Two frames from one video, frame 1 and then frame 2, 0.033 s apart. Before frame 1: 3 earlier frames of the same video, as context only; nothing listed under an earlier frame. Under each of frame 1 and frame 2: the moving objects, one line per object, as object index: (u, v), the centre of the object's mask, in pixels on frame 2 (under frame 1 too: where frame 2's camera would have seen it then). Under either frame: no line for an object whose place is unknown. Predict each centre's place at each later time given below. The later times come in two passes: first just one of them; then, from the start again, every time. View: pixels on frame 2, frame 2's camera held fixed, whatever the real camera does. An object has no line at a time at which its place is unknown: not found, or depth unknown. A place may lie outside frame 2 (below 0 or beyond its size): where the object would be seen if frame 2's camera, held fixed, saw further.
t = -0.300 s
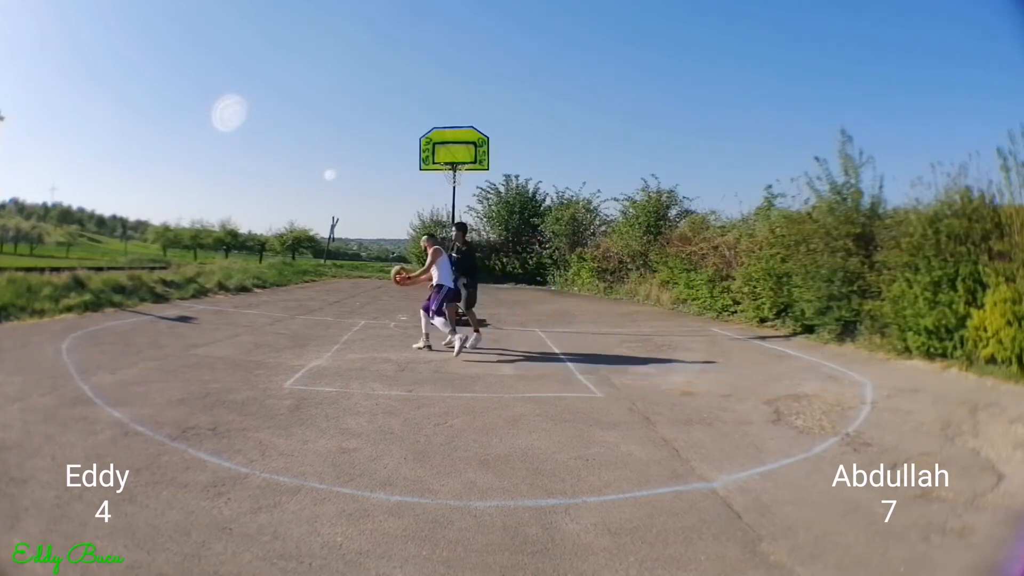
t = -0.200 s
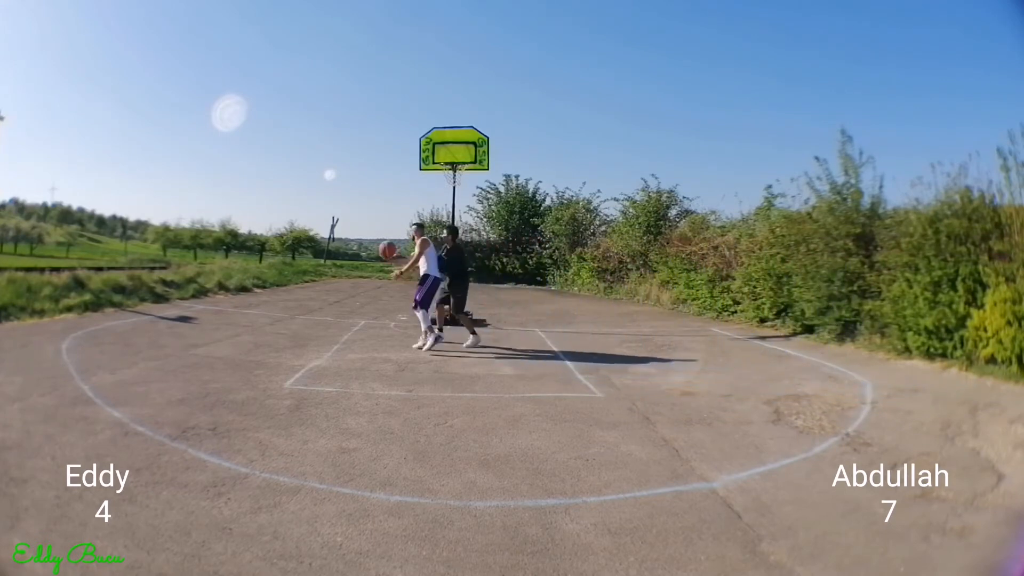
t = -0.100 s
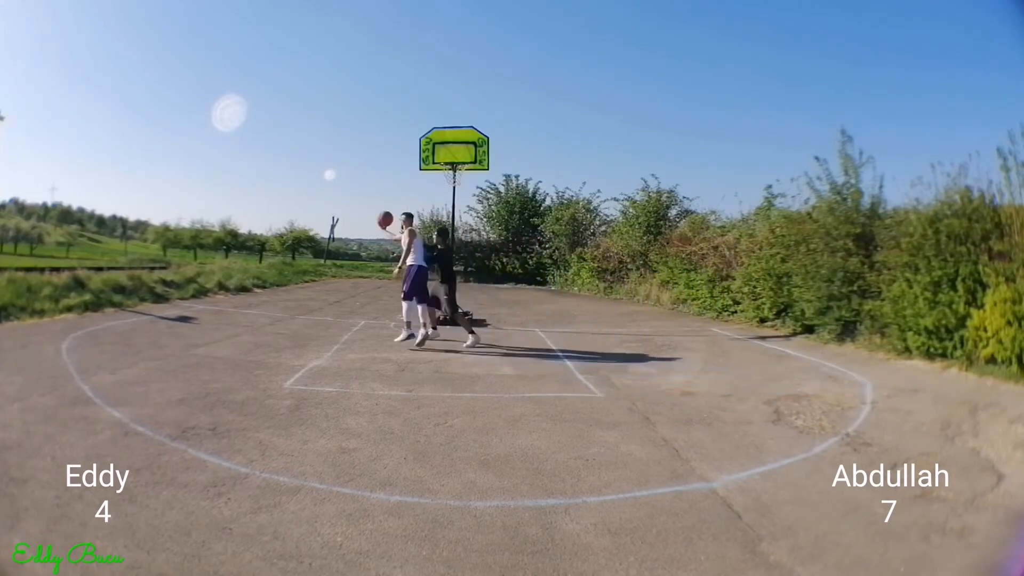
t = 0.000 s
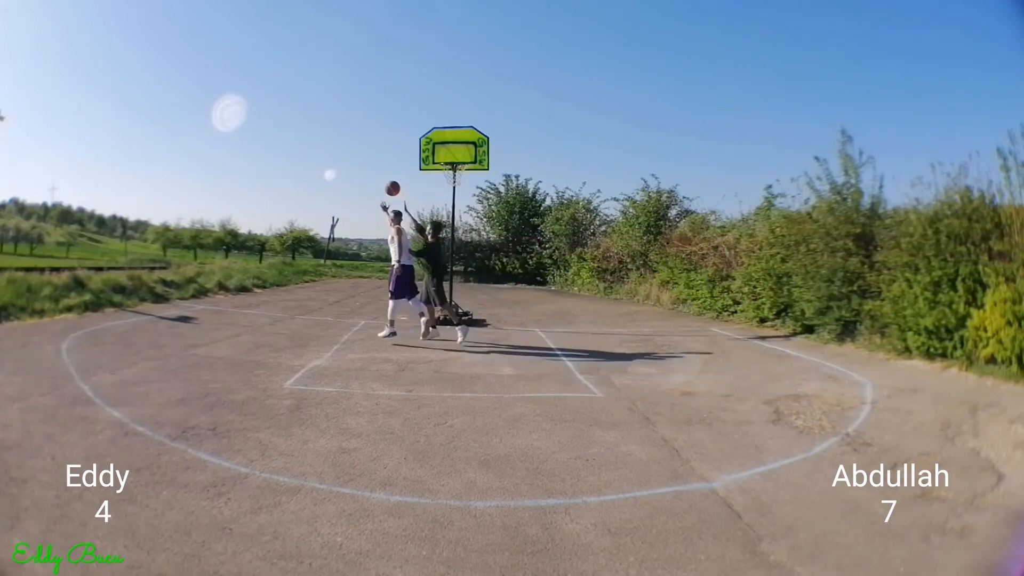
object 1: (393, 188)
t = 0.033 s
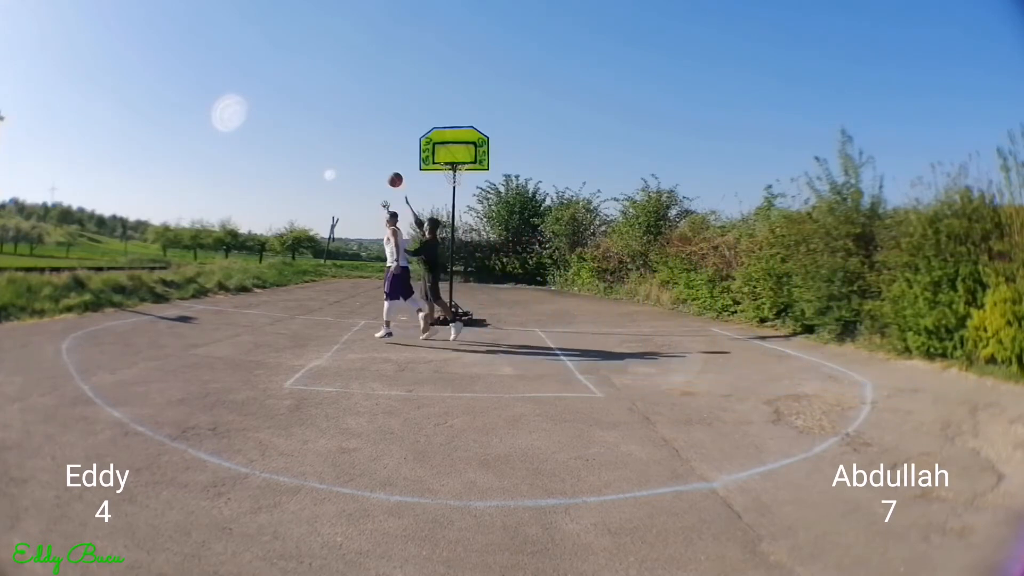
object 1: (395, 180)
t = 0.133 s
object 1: (403, 160)
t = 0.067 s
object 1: (398, 172)
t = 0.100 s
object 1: (401, 166)
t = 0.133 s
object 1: (403, 160)
